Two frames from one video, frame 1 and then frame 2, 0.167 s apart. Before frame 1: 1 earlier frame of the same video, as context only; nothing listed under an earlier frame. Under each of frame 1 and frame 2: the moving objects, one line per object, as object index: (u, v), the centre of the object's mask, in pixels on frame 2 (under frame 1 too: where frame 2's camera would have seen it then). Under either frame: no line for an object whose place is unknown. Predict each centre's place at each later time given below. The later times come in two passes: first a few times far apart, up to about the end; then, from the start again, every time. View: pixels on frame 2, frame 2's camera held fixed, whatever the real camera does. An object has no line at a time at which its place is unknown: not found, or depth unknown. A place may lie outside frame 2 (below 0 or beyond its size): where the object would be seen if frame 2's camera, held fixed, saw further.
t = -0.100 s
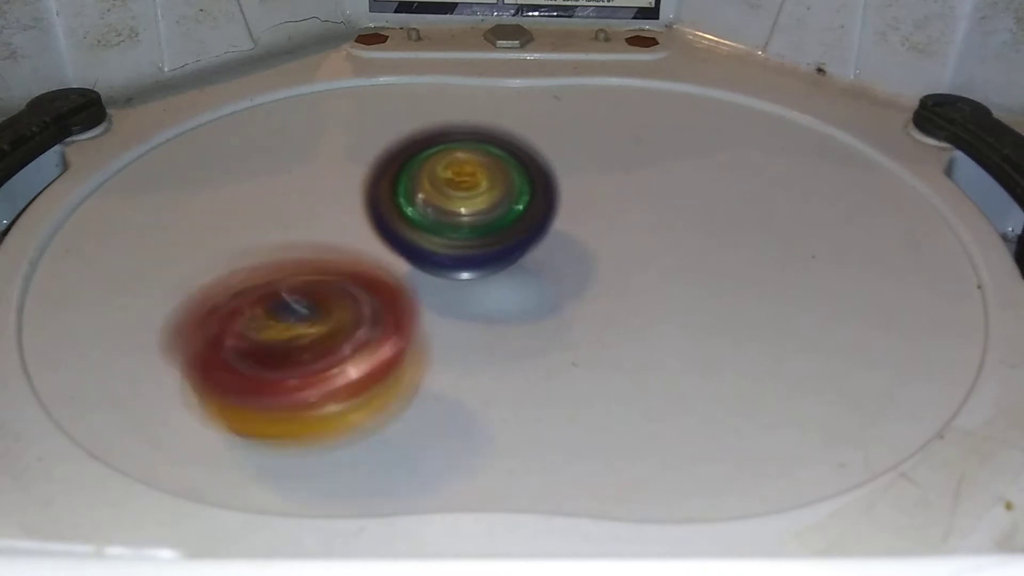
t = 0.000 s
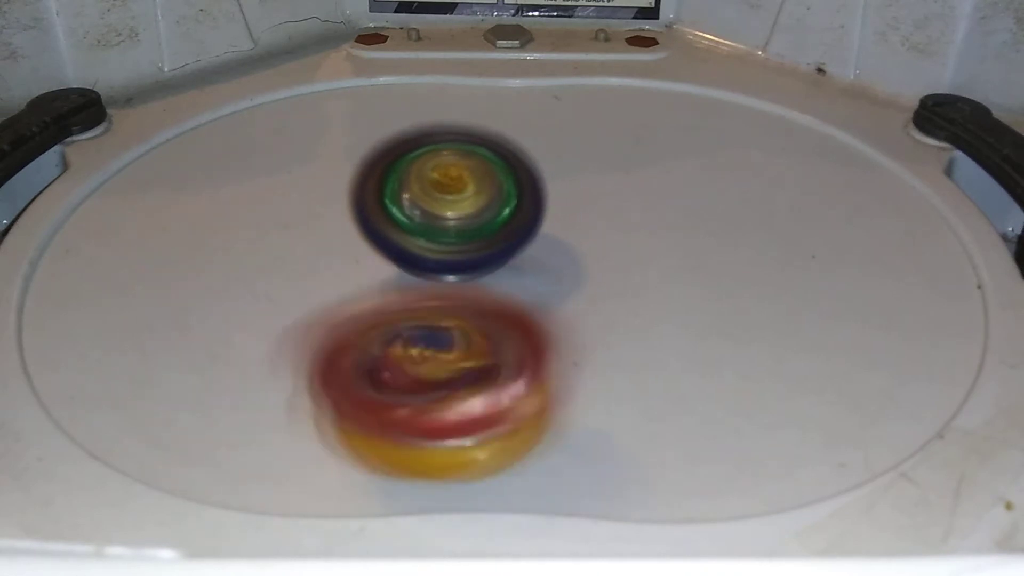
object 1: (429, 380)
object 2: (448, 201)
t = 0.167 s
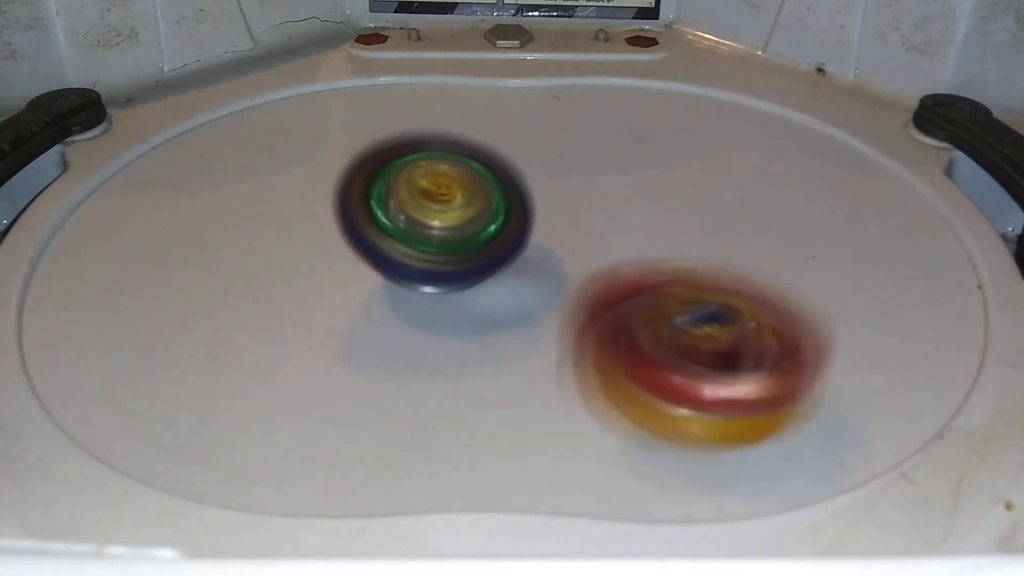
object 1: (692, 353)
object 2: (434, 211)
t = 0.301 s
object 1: (768, 259)
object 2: (428, 223)
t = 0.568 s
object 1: (666, 111)
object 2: (437, 255)
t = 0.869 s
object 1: (404, 109)
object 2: (475, 284)
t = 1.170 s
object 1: (229, 289)
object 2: (563, 279)
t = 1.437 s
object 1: (298, 396)
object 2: (745, 220)
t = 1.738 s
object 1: (510, 227)
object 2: (727, 186)
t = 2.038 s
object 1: (371, 98)
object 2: (683, 180)
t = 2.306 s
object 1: (227, 114)
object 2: (515, 188)
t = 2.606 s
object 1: (168, 285)
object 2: (594, 179)
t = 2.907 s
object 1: (507, 368)
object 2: (599, 187)
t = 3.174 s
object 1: (780, 269)
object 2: (601, 193)
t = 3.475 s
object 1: (778, 112)
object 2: (601, 204)
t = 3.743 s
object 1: (560, 104)
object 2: (605, 212)
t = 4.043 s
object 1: (317, 193)
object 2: (613, 215)
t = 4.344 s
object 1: (203, 324)
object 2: (606, 221)
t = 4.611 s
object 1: (485, 316)
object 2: (605, 226)
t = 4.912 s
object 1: (599, 312)
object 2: (581, 198)
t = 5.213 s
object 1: (631, 256)
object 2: (505, 175)
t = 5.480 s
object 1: (607, 227)
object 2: (414, 163)
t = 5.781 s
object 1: (554, 215)
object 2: (350, 202)
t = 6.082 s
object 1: (594, 196)
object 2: (421, 286)
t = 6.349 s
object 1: (593, 180)
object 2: (541, 312)
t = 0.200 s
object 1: (724, 332)
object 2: (433, 214)
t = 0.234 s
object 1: (747, 308)
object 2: (431, 217)
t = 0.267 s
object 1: (759, 286)
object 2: (429, 220)
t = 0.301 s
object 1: (768, 259)
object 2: (428, 223)
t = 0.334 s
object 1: (767, 237)
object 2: (429, 227)
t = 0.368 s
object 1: (763, 214)
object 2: (429, 231)
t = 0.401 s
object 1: (756, 195)
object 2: (429, 234)
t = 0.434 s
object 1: (743, 174)
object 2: (429, 238)
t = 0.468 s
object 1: (725, 158)
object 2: (430, 243)
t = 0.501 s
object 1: (709, 141)
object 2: (431, 247)
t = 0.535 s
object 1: (688, 124)
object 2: (434, 251)
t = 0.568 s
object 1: (666, 111)
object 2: (437, 255)
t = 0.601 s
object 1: (639, 100)
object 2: (440, 259)
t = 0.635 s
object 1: (613, 92)
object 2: (444, 262)
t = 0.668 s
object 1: (583, 84)
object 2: (448, 266)
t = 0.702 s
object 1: (552, 79)
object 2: (452, 269)
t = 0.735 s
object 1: (522, 79)
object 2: (457, 273)
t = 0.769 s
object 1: (492, 81)
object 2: (461, 277)
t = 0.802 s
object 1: (461, 91)
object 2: (466, 281)
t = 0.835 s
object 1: (431, 98)
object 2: (471, 283)
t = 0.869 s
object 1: (404, 109)
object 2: (475, 284)
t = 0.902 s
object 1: (376, 123)
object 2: (479, 286)
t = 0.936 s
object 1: (351, 143)
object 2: (483, 287)
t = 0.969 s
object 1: (332, 158)
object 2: (486, 287)
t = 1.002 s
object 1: (317, 178)
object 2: (490, 288)
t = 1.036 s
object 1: (307, 196)
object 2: (493, 288)
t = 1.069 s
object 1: (301, 218)
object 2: (497, 289)
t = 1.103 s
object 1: (297, 239)
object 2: (504, 289)
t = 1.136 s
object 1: (266, 262)
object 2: (536, 283)
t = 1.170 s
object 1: (229, 289)
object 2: (563, 279)
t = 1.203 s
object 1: (197, 313)
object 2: (591, 272)
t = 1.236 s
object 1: (175, 333)
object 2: (620, 265)
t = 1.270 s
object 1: (159, 356)
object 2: (652, 257)
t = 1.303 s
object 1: (160, 379)
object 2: (678, 251)
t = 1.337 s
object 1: (165, 399)
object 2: (699, 243)
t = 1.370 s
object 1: (199, 404)
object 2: (718, 235)
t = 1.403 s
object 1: (249, 401)
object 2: (734, 226)
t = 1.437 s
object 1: (298, 396)
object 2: (745, 220)
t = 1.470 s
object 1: (342, 388)
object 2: (752, 213)
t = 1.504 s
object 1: (390, 375)
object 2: (757, 206)
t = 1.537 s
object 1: (425, 357)
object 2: (759, 201)
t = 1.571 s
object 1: (457, 336)
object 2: (759, 197)
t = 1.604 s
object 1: (477, 317)
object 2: (755, 193)
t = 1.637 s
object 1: (495, 294)
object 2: (749, 190)
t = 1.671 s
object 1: (505, 271)
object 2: (742, 189)
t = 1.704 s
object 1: (512, 250)
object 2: (734, 187)
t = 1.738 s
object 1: (510, 227)
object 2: (727, 186)
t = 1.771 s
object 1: (505, 208)
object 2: (720, 185)
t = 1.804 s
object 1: (506, 194)
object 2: (711, 185)
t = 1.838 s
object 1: (513, 178)
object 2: (700, 184)
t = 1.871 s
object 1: (495, 165)
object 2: (703, 182)
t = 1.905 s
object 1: (469, 150)
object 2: (711, 178)
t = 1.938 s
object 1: (443, 136)
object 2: (708, 177)
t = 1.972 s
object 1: (420, 121)
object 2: (702, 177)
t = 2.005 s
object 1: (395, 109)
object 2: (694, 178)
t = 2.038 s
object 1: (371, 98)
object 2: (683, 180)
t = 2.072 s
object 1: (347, 88)
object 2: (670, 179)
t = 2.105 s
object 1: (323, 80)
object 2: (654, 181)
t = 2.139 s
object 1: (299, 77)
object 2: (635, 182)
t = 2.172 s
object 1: (276, 75)
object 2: (611, 184)
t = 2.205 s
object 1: (257, 78)
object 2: (587, 185)
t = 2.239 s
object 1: (240, 86)
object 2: (560, 186)
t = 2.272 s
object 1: (230, 99)
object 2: (536, 187)
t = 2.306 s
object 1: (227, 114)
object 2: (515, 188)
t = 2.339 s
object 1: (230, 132)
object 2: (495, 189)
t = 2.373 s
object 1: (239, 150)
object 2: (477, 188)
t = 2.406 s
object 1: (259, 172)
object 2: (459, 188)
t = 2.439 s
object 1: (253, 185)
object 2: (478, 183)
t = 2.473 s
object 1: (200, 206)
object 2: (517, 180)
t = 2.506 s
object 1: (173, 223)
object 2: (553, 179)
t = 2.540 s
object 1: (163, 241)
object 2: (576, 178)
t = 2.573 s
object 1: (162, 263)
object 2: (591, 178)
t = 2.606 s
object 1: (168, 285)
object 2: (594, 179)
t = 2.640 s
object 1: (179, 309)
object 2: (597, 179)
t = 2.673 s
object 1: (201, 328)
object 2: (597, 180)
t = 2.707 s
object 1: (230, 347)
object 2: (597, 181)
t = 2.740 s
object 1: (265, 361)
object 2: (597, 182)
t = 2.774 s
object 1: (310, 372)
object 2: (598, 183)
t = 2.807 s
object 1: (353, 376)
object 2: (598, 184)
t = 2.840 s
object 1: (405, 377)
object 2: (598, 185)
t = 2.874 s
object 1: (456, 372)
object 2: (598, 186)
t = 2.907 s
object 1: (507, 368)
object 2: (599, 187)
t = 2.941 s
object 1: (554, 363)
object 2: (600, 188)
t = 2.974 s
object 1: (605, 358)
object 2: (600, 188)
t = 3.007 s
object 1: (647, 350)
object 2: (601, 189)
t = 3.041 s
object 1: (682, 338)
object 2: (600, 189)
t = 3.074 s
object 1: (713, 323)
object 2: (601, 188)
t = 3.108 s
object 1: (739, 306)
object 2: (600, 190)
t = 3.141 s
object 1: (761, 288)
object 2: (601, 191)
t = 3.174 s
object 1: (780, 269)
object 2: (601, 193)
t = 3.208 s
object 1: (795, 251)
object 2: (601, 194)
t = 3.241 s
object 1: (807, 230)
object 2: (601, 196)
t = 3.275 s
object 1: (815, 211)
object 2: (601, 196)
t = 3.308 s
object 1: (820, 192)
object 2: (600, 198)
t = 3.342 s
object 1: (821, 175)
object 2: (600, 199)
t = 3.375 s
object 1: (818, 156)
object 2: (600, 201)
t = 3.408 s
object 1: (809, 139)
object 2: (600, 201)
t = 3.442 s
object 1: (797, 126)
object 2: (600, 203)
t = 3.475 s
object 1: (778, 112)
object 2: (601, 204)
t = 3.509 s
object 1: (757, 104)
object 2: (601, 205)
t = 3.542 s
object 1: (731, 96)
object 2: (601, 207)
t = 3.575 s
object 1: (708, 93)
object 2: (603, 208)
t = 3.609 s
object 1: (680, 90)
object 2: (603, 209)
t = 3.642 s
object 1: (650, 90)
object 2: (604, 210)
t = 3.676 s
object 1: (618, 94)
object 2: (604, 211)
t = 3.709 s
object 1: (588, 97)
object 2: (606, 211)
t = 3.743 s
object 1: (560, 104)
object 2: (605, 212)
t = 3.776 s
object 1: (532, 110)
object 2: (606, 212)
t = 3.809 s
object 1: (507, 117)
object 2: (605, 214)
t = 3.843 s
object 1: (477, 127)
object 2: (608, 214)
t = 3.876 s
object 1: (449, 140)
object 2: (608, 216)
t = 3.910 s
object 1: (422, 149)
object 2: (611, 215)
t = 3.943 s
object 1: (396, 161)
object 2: (611, 216)
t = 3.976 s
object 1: (368, 171)
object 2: (613, 215)
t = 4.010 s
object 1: (345, 181)
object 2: (613, 216)
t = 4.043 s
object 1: (317, 193)
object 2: (613, 215)
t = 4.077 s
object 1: (292, 204)
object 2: (612, 217)
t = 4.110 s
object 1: (266, 217)
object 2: (612, 216)
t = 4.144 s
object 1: (245, 230)
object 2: (612, 217)
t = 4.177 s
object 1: (223, 244)
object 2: (611, 217)
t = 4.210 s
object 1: (205, 259)
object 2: (610, 217)
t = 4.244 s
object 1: (190, 278)
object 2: (609, 218)
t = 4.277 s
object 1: (186, 293)
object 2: (607, 219)
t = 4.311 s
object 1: (188, 311)
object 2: (607, 221)
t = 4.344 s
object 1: (203, 324)
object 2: (606, 221)
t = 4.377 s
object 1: (222, 337)
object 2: (605, 222)
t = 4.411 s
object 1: (252, 347)
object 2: (604, 224)
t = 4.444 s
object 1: (289, 352)
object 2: (603, 224)
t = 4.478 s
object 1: (333, 352)
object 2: (602, 226)
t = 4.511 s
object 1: (383, 346)
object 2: (602, 226)
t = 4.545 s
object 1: (420, 338)
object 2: (601, 228)
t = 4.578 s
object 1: (450, 326)
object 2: (602, 228)
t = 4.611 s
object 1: (485, 316)
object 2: (605, 226)
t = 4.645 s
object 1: (505, 313)
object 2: (611, 216)
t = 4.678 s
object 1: (523, 313)
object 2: (612, 209)
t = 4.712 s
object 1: (538, 313)
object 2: (610, 205)
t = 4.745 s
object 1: (551, 314)
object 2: (604, 203)
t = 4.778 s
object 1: (562, 313)
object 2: (604, 201)
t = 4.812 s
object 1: (572, 313)
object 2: (601, 198)
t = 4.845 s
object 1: (581, 314)
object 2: (596, 195)
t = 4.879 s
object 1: (592, 314)
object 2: (587, 193)
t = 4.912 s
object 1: (599, 312)
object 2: (581, 198)
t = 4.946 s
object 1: (608, 309)
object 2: (572, 192)
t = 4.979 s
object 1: (614, 305)
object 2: (564, 197)
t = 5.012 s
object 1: (620, 299)
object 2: (553, 192)
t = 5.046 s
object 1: (624, 294)
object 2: (543, 191)
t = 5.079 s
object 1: (626, 286)
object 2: (534, 189)
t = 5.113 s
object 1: (628, 277)
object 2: (526, 185)
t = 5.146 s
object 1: (628, 270)
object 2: (519, 182)
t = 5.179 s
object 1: (629, 261)
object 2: (513, 176)
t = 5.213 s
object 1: (631, 256)
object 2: (505, 175)
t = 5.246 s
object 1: (627, 251)
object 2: (498, 171)
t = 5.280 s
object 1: (625, 246)
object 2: (492, 170)
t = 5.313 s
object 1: (625, 243)
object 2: (485, 172)
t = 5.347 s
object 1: (625, 240)
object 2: (472, 168)
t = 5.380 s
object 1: (621, 237)
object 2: (458, 167)
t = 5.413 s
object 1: (617, 234)
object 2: (442, 163)
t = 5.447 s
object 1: (614, 230)
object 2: (427, 162)
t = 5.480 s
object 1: (607, 227)
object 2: (414, 163)
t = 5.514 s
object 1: (601, 225)
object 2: (400, 164)
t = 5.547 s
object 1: (595, 221)
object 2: (389, 166)
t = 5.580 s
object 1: (585, 218)
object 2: (380, 169)
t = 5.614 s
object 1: (575, 215)
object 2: (371, 172)
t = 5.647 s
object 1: (564, 211)
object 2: (365, 177)
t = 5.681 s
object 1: (555, 209)
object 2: (360, 180)
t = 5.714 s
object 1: (551, 211)
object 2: (352, 187)
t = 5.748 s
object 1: (552, 212)
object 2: (352, 193)
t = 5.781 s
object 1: (554, 215)
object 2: (350, 202)
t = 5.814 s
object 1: (559, 218)
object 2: (349, 210)
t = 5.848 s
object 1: (563, 218)
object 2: (353, 218)
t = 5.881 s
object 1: (571, 216)
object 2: (357, 228)
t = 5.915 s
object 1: (578, 211)
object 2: (363, 237)
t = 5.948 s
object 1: (584, 208)
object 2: (372, 247)
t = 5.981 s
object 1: (588, 204)
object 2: (381, 258)
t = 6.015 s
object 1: (591, 201)
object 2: (392, 267)
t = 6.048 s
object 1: (593, 199)
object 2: (406, 277)
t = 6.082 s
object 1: (594, 196)
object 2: (421, 286)
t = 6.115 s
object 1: (594, 195)
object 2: (435, 292)
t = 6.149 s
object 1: (595, 193)
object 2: (455, 298)
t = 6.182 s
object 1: (594, 193)
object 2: (472, 304)
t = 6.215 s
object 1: (593, 194)
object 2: (488, 306)
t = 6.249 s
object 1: (593, 192)
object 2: (504, 305)
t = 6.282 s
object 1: (592, 189)
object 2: (523, 308)
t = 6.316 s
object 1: (594, 186)
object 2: (533, 313)
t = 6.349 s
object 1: (593, 180)
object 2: (541, 312)
